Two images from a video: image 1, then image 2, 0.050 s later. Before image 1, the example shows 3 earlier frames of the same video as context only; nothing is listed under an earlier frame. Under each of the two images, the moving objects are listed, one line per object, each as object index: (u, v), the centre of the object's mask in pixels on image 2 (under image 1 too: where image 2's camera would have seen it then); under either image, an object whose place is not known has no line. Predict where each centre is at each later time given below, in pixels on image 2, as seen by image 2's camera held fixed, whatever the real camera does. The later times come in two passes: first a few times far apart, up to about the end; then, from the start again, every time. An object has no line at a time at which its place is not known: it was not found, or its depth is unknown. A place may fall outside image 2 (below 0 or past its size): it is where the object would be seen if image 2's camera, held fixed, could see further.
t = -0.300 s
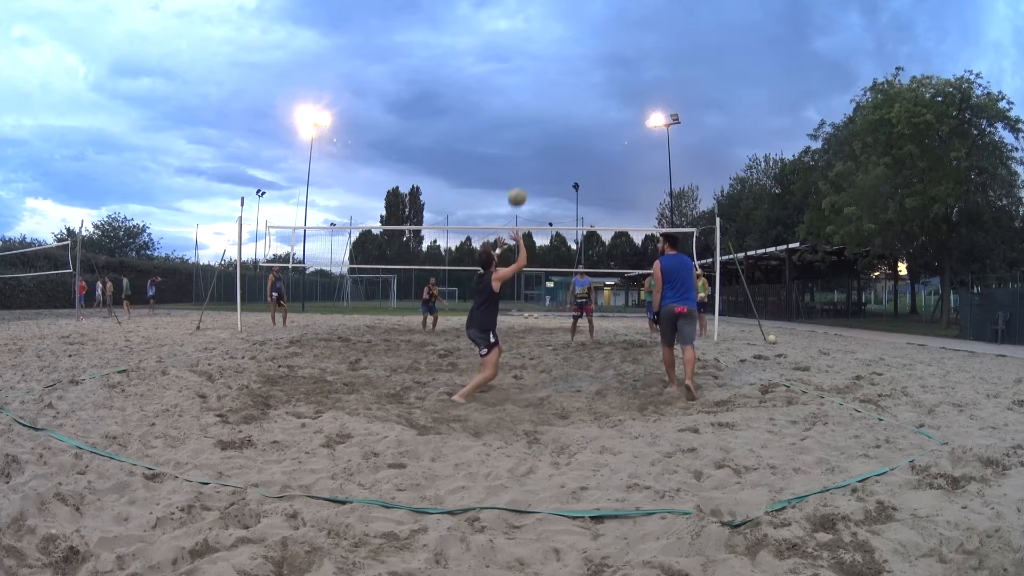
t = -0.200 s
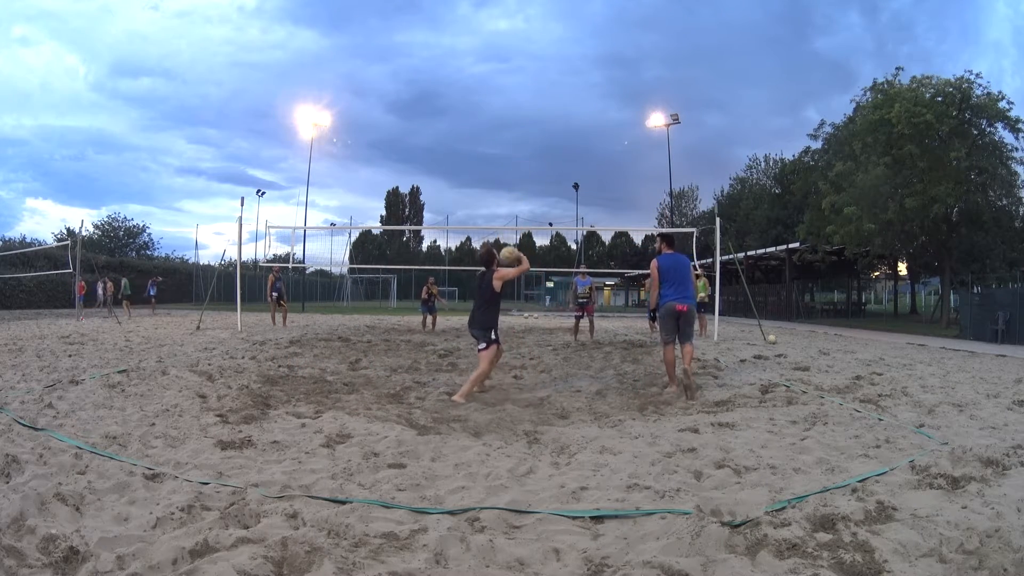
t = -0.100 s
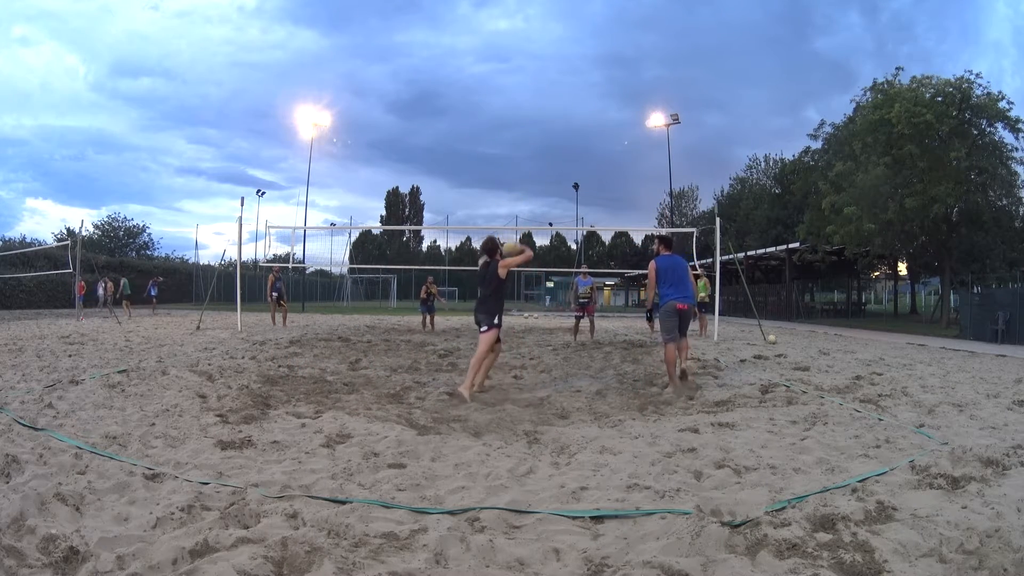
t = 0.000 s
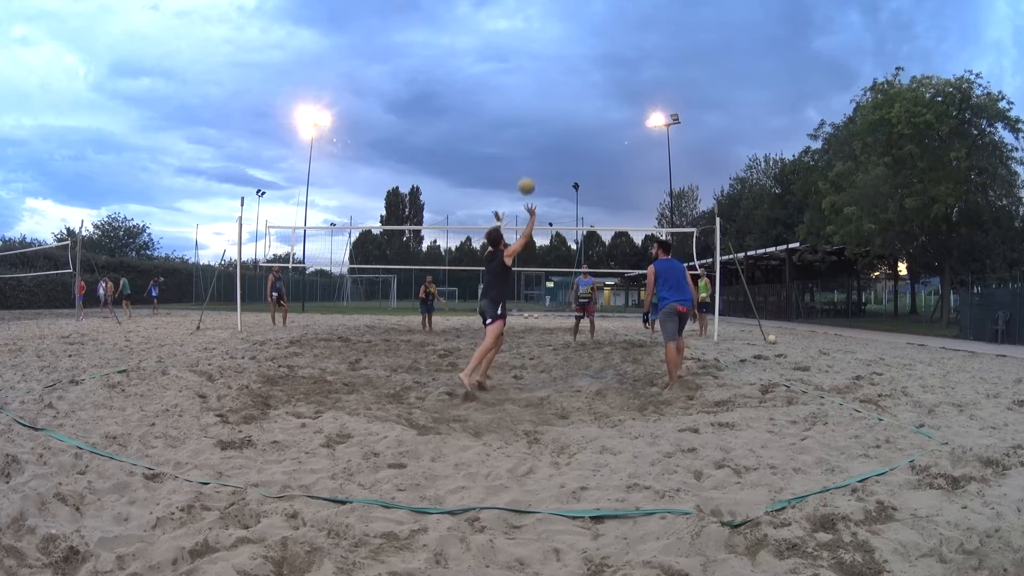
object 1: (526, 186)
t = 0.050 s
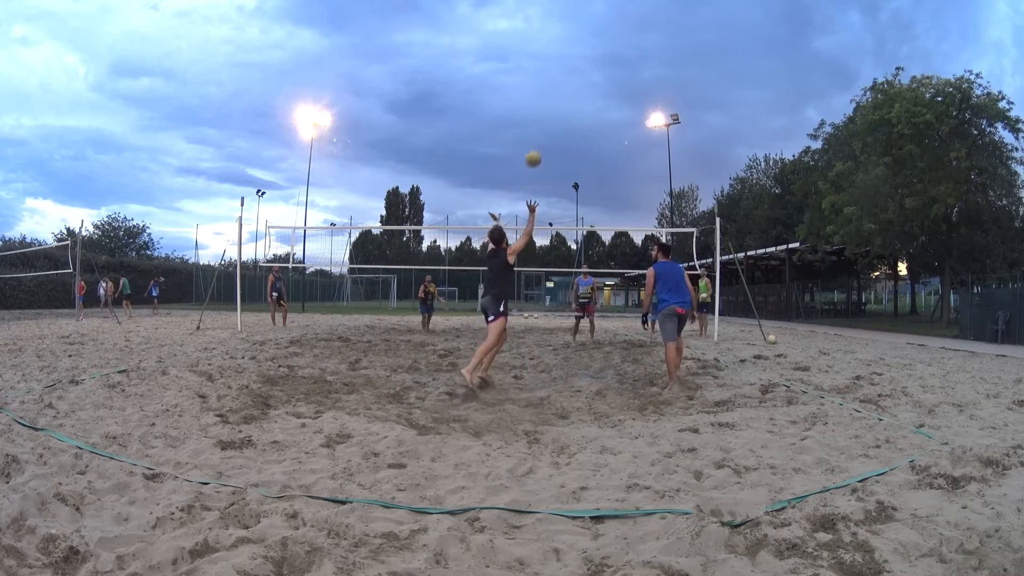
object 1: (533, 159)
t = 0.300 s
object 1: (559, 73)
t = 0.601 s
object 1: (581, 39)
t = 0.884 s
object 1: (599, 48)
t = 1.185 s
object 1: (616, 93)
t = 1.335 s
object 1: (624, 127)
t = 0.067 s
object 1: (535, 151)
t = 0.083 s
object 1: (537, 143)
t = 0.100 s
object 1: (539, 135)
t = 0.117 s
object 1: (541, 129)
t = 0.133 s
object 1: (543, 122)
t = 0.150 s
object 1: (545, 116)
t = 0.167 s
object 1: (547, 110)
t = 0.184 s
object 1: (548, 104)
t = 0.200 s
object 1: (550, 99)
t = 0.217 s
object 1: (552, 93)
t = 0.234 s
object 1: (553, 89)
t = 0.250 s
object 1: (555, 84)
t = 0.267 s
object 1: (556, 80)
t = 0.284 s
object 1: (558, 76)
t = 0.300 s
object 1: (559, 73)
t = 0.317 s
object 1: (560, 69)
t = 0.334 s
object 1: (562, 66)
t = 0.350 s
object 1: (563, 63)
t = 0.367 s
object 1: (565, 60)
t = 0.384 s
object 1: (566, 58)
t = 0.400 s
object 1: (567, 55)
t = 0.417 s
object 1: (568, 53)
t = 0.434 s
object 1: (570, 51)
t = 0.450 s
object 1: (571, 49)
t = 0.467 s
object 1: (572, 47)
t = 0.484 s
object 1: (573, 46)
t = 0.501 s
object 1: (574, 44)
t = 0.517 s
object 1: (575, 43)
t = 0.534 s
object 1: (576, 42)
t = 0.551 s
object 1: (577, 41)
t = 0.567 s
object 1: (579, 40)
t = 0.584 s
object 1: (580, 39)
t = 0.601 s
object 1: (581, 39)
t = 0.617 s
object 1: (582, 39)
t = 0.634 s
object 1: (583, 38)
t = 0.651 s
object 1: (584, 38)
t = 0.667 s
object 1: (585, 38)
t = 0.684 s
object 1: (586, 38)
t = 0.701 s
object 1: (587, 38)
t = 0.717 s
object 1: (588, 39)
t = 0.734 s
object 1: (589, 39)
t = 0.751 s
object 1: (590, 40)
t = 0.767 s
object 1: (591, 40)
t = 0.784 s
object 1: (592, 41)
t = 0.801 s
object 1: (593, 42)
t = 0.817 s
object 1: (594, 43)
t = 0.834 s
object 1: (595, 44)
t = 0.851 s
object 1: (596, 45)
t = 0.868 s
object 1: (597, 47)
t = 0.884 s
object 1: (599, 48)
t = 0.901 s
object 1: (599, 49)
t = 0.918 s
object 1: (600, 51)
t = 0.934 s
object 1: (601, 53)
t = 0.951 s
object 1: (602, 55)
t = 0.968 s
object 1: (603, 57)
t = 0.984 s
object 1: (604, 59)
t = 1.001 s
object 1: (605, 61)
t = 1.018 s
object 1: (606, 64)
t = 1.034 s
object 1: (607, 66)
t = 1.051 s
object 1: (608, 69)
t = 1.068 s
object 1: (609, 71)
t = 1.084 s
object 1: (610, 74)
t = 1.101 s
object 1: (611, 77)
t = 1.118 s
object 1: (612, 79)
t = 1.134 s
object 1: (613, 82)
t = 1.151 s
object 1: (614, 85)
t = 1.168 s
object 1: (615, 89)
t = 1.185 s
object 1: (616, 93)
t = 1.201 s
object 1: (617, 96)
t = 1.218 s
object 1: (618, 99)
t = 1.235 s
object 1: (619, 103)
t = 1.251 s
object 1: (620, 107)
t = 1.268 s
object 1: (621, 111)
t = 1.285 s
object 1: (622, 115)
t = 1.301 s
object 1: (623, 118)
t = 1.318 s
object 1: (624, 123)
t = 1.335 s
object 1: (624, 127)
